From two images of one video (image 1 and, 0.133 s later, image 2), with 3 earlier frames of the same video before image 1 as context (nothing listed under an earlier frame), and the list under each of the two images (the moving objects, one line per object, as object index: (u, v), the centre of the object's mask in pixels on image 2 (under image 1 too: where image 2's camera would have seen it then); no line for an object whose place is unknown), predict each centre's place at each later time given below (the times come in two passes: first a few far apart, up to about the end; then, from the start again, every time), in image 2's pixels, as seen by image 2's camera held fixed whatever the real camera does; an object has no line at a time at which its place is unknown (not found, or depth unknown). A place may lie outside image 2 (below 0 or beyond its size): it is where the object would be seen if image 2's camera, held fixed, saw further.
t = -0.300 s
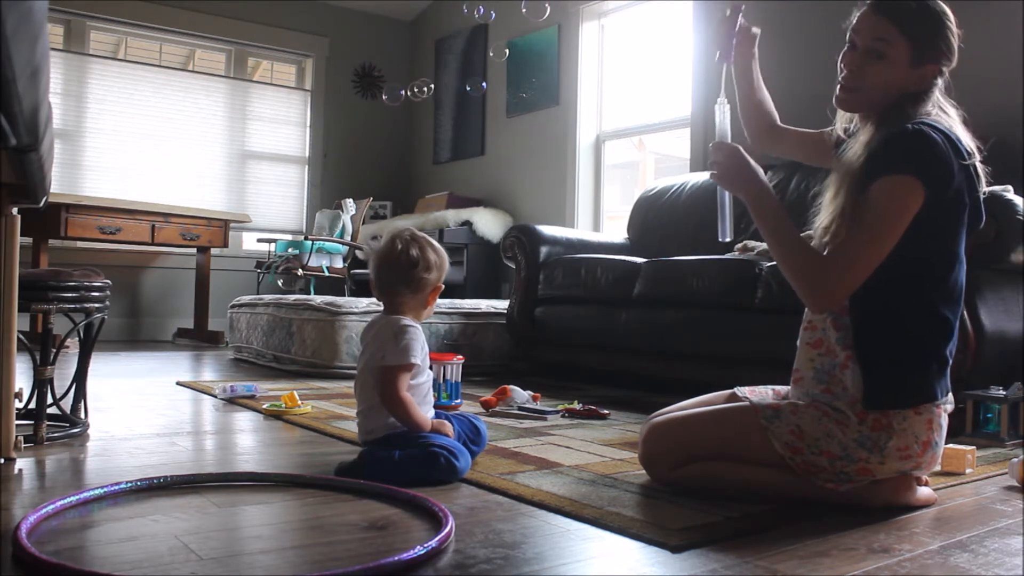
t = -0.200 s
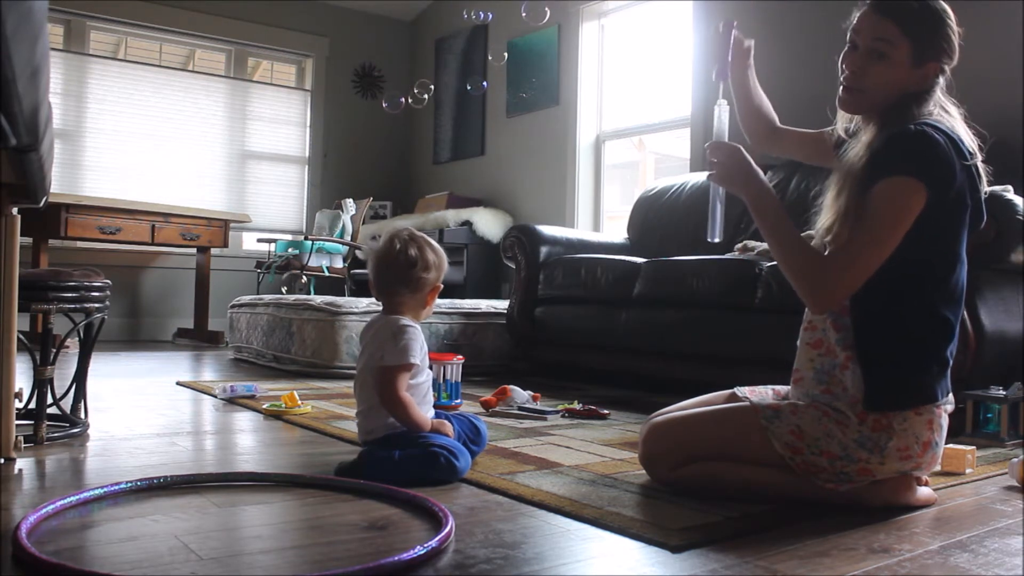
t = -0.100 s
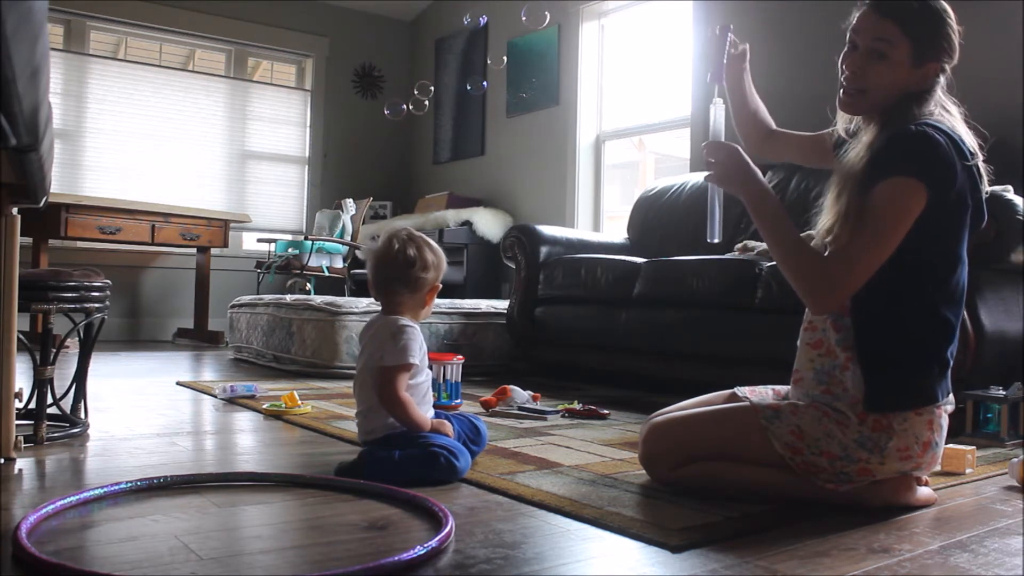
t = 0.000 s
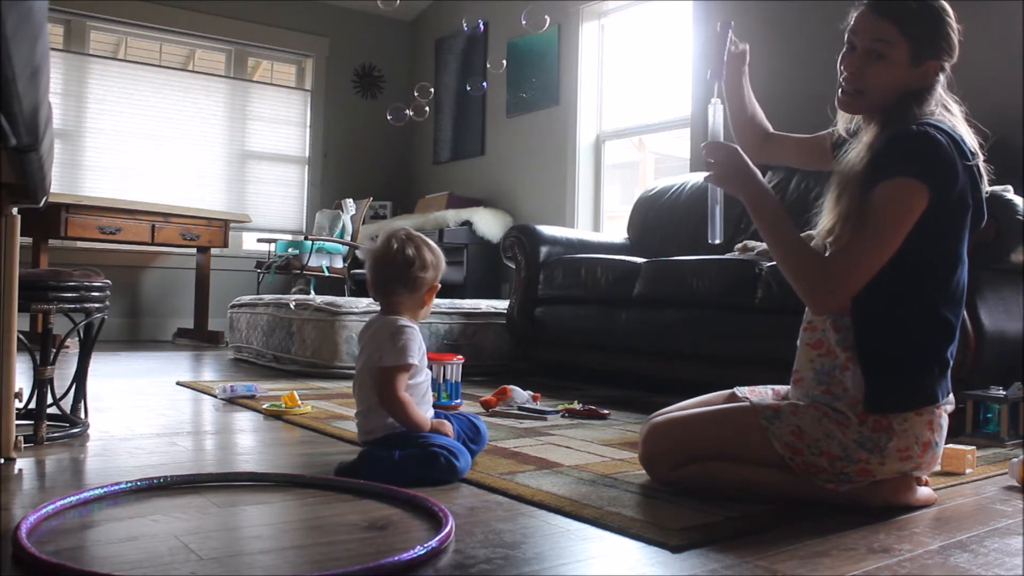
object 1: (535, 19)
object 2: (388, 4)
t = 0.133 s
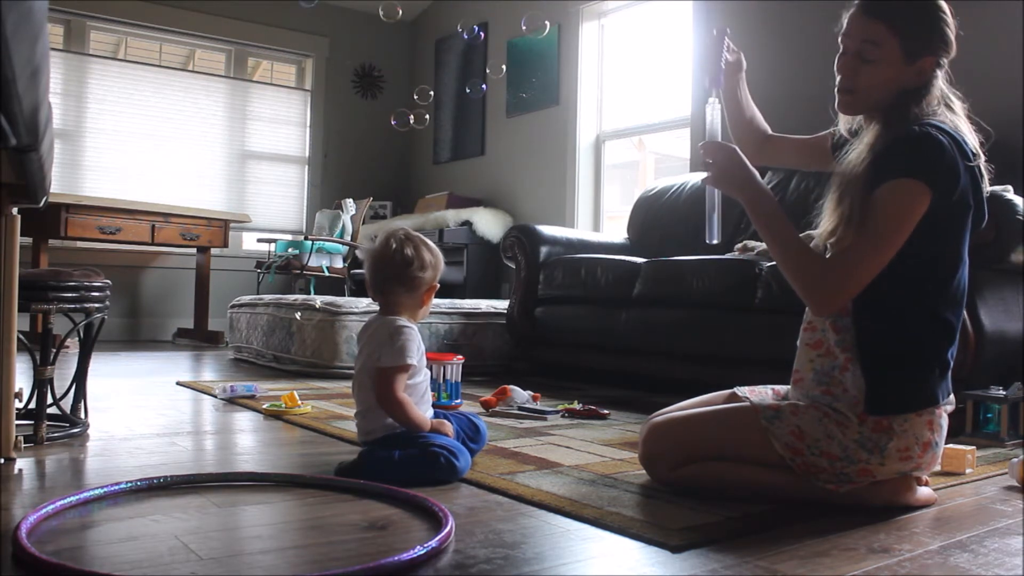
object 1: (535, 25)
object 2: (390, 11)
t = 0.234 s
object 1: (535, 30)
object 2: (392, 20)
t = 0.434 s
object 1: (537, 40)
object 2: (394, 33)
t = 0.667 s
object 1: (539, 53)
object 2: (386, 42)
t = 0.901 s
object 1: (541, 65)
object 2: (369, 49)
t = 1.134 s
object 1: (544, 79)
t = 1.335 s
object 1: (546, 92)
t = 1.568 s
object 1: (548, 110)
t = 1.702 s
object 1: (549, 120)
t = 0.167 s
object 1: (535, 26)
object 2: (391, 14)
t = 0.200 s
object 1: (535, 28)
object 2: (391, 17)
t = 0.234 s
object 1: (535, 30)
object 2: (392, 20)
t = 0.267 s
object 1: (535, 31)
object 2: (393, 22)
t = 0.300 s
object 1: (536, 32)
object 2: (394, 25)
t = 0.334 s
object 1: (536, 35)
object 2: (394, 27)
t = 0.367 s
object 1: (536, 37)
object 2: (394, 29)
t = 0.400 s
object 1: (537, 38)
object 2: (394, 31)
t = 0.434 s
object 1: (537, 40)
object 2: (394, 33)
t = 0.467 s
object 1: (538, 41)
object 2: (393, 34)
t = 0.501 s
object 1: (538, 43)
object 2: (392, 36)
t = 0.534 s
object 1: (538, 44)
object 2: (391, 37)
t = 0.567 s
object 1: (538, 47)
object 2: (391, 39)
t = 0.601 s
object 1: (538, 49)
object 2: (389, 40)
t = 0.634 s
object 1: (539, 51)
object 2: (388, 41)
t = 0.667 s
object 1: (539, 53)
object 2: (386, 42)
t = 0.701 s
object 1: (539, 54)
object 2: (384, 43)
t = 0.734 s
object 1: (539, 56)
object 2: (382, 44)
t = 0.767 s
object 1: (540, 58)
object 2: (379, 45)
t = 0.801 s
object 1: (540, 59)
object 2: (377, 46)
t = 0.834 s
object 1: (540, 61)
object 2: (374, 47)
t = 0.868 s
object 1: (541, 63)
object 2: (372, 48)
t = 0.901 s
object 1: (541, 65)
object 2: (369, 49)
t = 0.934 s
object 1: (541, 67)
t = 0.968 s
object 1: (542, 69)
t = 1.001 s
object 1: (542, 71)
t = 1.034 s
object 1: (543, 73)
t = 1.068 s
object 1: (543, 74)
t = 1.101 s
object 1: (543, 77)
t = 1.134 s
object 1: (544, 79)
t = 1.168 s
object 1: (544, 82)
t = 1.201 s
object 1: (544, 84)
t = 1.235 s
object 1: (545, 86)
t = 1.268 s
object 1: (545, 87)
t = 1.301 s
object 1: (545, 90)
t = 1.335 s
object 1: (546, 92)
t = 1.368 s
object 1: (546, 95)
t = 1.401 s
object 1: (546, 96)
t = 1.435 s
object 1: (547, 99)
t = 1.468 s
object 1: (547, 100)
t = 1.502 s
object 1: (547, 103)
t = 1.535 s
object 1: (548, 105)
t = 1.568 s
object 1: (548, 110)
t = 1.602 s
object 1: (549, 113)
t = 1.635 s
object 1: (549, 116)
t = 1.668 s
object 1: (549, 118)
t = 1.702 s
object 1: (549, 120)
